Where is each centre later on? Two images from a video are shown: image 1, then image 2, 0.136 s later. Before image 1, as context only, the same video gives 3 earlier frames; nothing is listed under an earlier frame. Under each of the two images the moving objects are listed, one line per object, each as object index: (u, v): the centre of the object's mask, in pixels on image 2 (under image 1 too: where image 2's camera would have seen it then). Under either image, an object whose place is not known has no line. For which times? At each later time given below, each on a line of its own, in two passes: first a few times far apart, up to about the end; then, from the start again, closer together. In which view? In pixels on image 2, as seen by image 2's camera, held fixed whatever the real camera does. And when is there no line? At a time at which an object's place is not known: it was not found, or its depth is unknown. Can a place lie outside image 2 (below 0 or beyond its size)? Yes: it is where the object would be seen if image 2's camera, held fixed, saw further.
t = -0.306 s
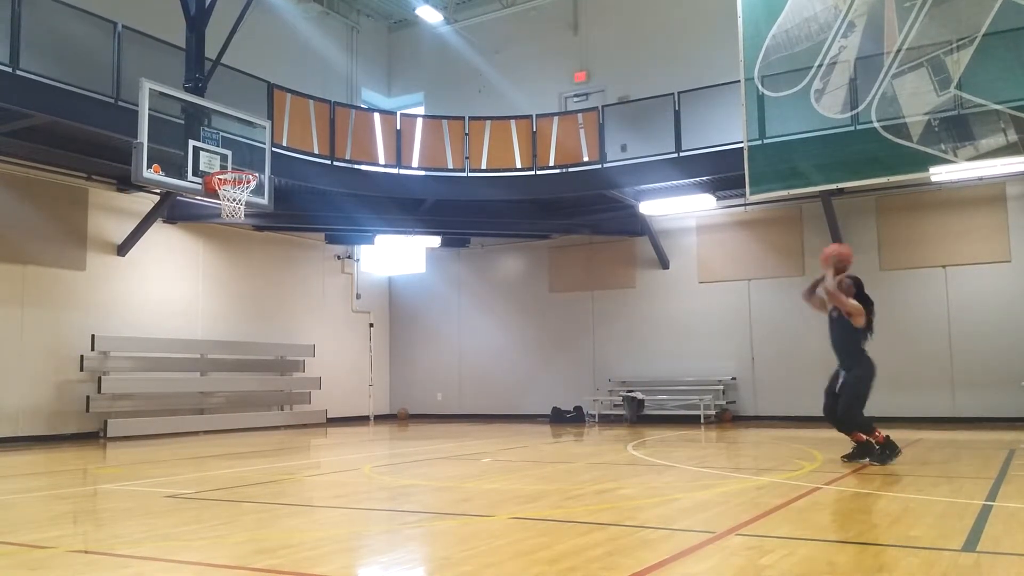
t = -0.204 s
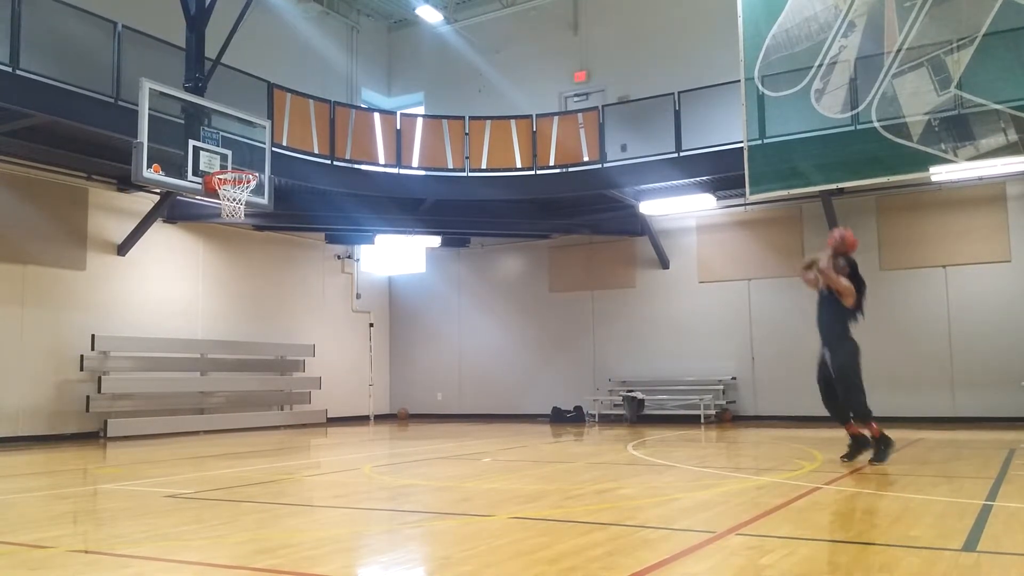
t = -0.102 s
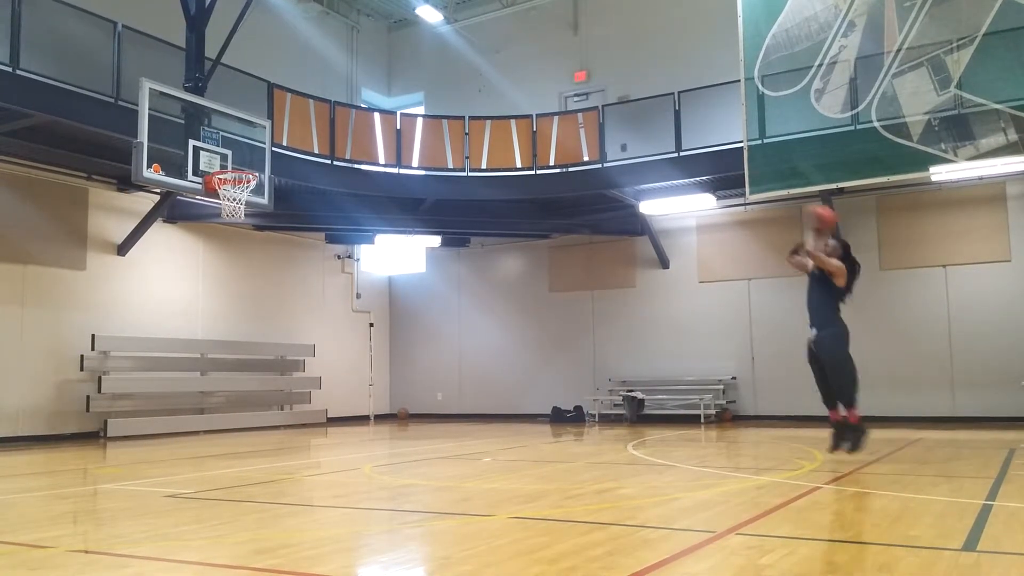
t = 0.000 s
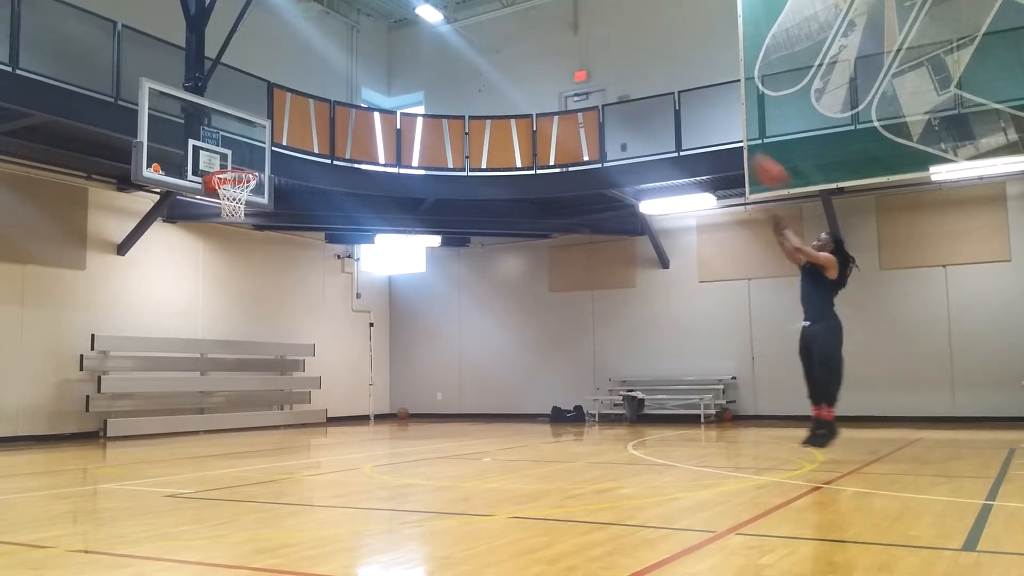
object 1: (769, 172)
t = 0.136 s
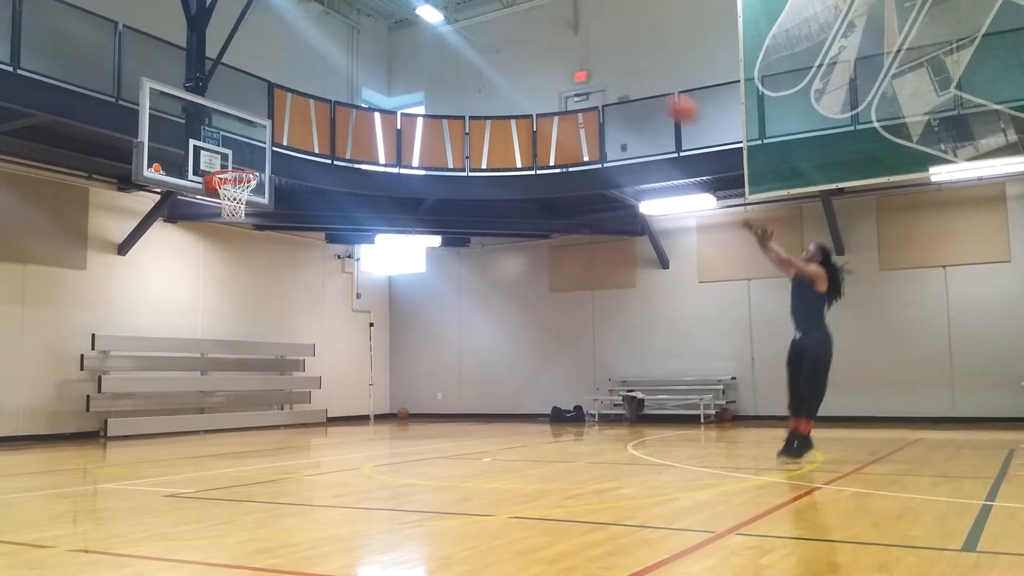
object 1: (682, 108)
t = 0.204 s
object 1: (641, 85)
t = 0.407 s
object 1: (531, 46)
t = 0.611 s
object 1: (434, 45)
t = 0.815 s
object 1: (347, 80)
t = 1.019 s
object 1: (265, 146)
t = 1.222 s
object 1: (220, 131)
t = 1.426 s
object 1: (225, 98)
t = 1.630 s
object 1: (229, 98)
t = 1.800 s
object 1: (233, 128)
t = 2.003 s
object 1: (236, 206)
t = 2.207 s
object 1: (241, 334)
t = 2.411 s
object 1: (240, 406)
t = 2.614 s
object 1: (227, 300)
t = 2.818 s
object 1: (213, 231)
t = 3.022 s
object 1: (198, 208)
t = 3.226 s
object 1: (183, 226)
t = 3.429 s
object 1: (165, 294)
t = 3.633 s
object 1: (145, 410)
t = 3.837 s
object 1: (134, 387)
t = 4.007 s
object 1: (129, 329)
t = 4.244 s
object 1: (119, 301)
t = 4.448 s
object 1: (110, 328)
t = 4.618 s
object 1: (100, 392)
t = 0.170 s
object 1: (663, 96)
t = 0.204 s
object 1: (641, 85)
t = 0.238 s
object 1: (621, 75)
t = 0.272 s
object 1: (604, 67)
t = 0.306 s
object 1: (584, 60)
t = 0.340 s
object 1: (566, 54)
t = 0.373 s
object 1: (549, 49)
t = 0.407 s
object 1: (531, 46)
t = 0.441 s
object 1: (515, 43)
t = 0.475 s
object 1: (498, 42)
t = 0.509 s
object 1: (483, 41)
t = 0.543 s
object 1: (468, 40)
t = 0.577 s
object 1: (449, 42)
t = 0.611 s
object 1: (434, 45)
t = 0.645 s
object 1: (419, 48)
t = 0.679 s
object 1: (405, 52)
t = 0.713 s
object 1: (390, 58)
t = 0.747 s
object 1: (376, 64)
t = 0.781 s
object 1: (362, 72)
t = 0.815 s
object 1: (347, 80)
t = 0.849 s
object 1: (334, 88)
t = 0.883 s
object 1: (321, 97)
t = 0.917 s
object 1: (304, 108)
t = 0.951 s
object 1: (292, 118)
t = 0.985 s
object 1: (279, 132)
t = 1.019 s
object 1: (265, 146)
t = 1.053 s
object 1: (253, 158)
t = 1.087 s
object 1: (243, 165)
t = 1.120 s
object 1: (236, 159)
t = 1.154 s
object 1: (228, 147)
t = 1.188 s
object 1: (221, 139)
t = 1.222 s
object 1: (220, 131)
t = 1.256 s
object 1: (220, 123)
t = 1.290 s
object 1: (221, 117)
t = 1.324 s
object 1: (223, 110)
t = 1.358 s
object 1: (223, 106)
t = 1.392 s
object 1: (224, 101)
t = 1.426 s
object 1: (225, 98)
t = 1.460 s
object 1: (226, 96)
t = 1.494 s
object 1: (227, 95)
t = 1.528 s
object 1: (227, 94)
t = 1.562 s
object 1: (228, 95)
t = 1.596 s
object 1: (229, 96)
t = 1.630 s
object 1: (229, 98)
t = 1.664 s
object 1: (230, 102)
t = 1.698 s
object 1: (231, 106)
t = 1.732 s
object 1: (232, 113)
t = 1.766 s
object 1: (232, 121)
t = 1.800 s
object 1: (233, 128)
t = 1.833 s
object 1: (234, 138)
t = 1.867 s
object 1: (234, 148)
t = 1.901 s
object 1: (235, 159)
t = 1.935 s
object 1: (236, 172)
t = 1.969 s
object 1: (236, 187)
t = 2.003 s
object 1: (236, 206)
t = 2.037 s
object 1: (237, 224)
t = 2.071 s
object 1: (238, 241)
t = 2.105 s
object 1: (239, 262)
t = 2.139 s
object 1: (240, 286)
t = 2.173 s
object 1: (240, 309)
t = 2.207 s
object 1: (241, 334)
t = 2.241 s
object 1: (242, 361)
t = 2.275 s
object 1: (243, 391)
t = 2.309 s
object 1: (244, 418)
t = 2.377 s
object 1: (242, 428)
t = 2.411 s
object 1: (240, 406)
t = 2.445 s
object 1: (238, 387)
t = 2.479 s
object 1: (235, 367)
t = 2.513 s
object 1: (234, 349)
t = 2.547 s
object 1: (231, 331)
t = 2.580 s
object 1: (229, 315)
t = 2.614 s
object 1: (227, 300)
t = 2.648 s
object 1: (225, 285)
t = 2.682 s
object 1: (222, 272)
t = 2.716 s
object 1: (220, 259)
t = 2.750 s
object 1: (217, 249)
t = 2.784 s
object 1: (216, 239)
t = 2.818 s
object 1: (213, 231)
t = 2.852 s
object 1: (210, 225)
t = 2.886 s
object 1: (208, 219)
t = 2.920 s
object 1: (206, 215)
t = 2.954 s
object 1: (203, 212)
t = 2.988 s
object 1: (201, 209)
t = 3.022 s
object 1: (198, 208)
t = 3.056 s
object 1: (196, 208)
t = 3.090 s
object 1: (193, 209)
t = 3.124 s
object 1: (190, 211)
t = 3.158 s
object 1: (188, 215)
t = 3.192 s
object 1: (185, 220)
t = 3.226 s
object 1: (183, 226)
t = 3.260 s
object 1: (180, 234)
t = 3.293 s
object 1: (177, 244)
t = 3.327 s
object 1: (174, 254)
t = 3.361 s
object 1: (171, 266)
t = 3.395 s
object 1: (168, 279)
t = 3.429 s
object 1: (165, 294)
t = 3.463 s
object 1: (162, 309)
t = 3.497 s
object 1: (158, 327)
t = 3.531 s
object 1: (155, 347)
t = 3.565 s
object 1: (151, 369)
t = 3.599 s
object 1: (149, 390)
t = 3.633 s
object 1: (145, 410)
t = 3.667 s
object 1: (141, 440)
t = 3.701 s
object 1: (138, 453)
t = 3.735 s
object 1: (137, 436)
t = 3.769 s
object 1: (136, 418)
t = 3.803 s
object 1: (135, 403)
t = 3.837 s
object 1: (134, 387)
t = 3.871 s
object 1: (133, 372)
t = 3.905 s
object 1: (132, 360)
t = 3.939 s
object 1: (131, 348)
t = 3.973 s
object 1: (130, 337)
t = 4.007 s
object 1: (129, 329)
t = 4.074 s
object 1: (126, 314)
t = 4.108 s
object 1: (125, 309)
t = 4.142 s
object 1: (124, 305)
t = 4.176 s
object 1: (122, 302)
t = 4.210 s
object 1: (121, 301)
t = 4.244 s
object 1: (119, 301)
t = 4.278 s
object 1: (118, 302)
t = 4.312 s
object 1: (117, 305)
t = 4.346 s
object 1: (115, 309)
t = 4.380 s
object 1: (113, 314)
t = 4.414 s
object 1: (112, 321)
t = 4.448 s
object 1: (110, 328)
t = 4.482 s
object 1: (108, 339)
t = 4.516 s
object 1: (106, 350)
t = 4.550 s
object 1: (104, 363)
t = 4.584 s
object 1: (102, 376)
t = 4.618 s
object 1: (100, 392)
